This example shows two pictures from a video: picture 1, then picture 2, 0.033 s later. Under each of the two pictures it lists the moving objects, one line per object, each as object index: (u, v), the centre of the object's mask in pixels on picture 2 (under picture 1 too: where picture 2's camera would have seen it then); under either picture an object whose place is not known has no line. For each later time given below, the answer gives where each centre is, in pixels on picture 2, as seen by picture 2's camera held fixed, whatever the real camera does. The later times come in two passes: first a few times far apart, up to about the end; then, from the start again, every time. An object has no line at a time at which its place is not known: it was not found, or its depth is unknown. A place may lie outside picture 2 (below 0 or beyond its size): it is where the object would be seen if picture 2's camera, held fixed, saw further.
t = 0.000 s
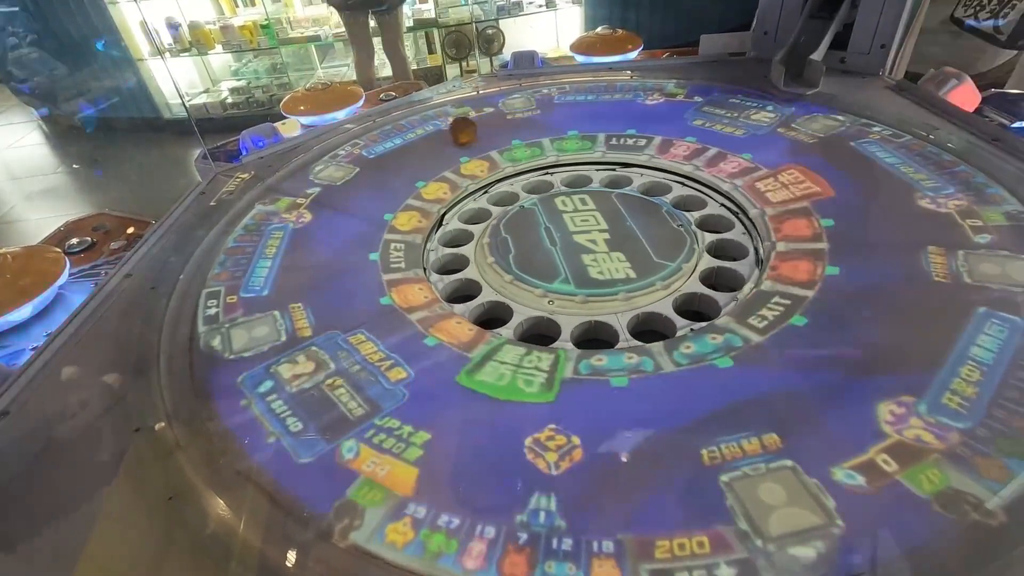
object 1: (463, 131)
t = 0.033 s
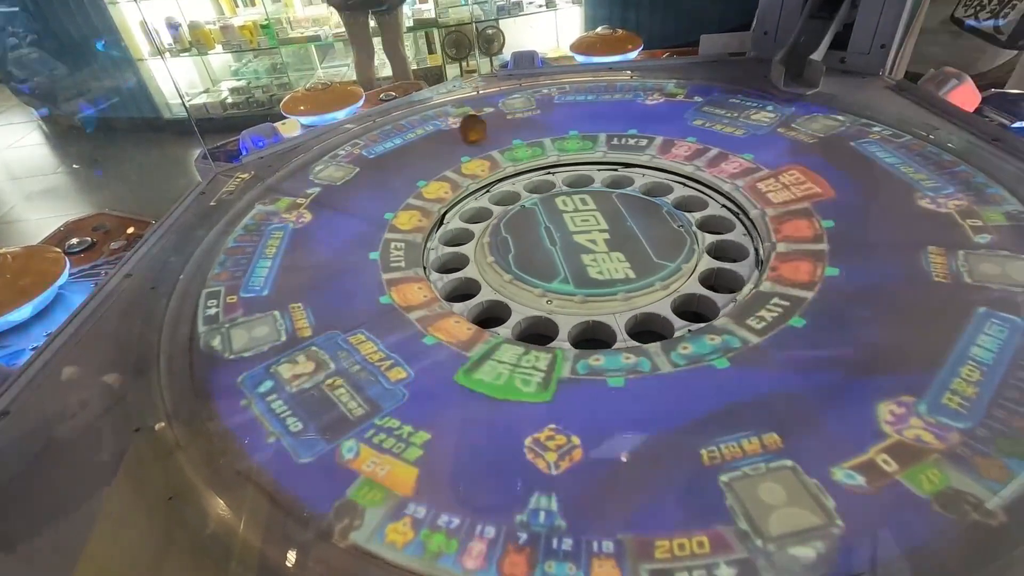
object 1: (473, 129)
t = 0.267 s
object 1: (547, 119)
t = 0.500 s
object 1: (626, 120)
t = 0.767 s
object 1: (720, 136)
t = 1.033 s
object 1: (810, 171)
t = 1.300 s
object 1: (876, 227)
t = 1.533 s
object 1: (893, 292)
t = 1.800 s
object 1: (848, 374)
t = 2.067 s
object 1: (728, 439)
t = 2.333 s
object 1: (570, 458)
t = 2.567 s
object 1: (442, 438)
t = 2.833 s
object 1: (339, 381)
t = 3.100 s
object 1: (306, 335)
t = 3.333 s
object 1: (313, 284)
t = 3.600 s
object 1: (359, 233)
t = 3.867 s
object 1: (442, 192)
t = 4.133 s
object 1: (529, 184)
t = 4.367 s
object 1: (551, 173)
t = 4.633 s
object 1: (563, 173)
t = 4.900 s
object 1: (571, 173)
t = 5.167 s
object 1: (580, 172)
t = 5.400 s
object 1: (591, 171)
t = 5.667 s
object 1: (602, 171)
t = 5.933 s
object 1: (614, 172)
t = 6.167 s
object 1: (624, 173)
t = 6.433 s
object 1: (635, 176)
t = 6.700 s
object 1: (653, 180)
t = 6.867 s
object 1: (660, 183)
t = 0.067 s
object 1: (483, 127)
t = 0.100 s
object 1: (494, 125)
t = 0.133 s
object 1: (504, 123)
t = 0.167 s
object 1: (515, 122)
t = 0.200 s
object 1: (525, 121)
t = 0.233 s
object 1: (536, 120)
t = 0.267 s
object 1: (547, 119)
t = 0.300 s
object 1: (558, 119)
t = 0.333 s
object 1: (569, 119)
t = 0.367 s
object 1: (580, 119)
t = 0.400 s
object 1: (592, 119)
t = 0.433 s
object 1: (603, 119)
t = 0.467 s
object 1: (615, 120)
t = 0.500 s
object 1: (626, 120)
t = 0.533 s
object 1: (638, 121)
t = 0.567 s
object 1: (650, 122)
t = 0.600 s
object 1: (662, 124)
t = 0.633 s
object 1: (673, 126)
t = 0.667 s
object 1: (685, 129)
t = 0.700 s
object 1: (697, 130)
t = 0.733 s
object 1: (708, 133)
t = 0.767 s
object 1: (720, 136)
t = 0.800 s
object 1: (732, 139)
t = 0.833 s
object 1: (744, 143)
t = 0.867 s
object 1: (756, 146)
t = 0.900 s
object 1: (767, 151)
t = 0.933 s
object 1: (777, 155)
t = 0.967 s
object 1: (789, 160)
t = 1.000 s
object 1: (799, 165)
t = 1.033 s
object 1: (810, 171)
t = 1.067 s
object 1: (820, 176)
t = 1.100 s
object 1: (830, 182)
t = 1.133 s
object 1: (839, 188)
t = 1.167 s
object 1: (847, 196)
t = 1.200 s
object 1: (855, 202)
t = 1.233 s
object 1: (863, 210)
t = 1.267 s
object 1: (870, 219)
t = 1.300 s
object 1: (876, 227)
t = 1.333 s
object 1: (880, 235)
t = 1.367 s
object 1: (885, 244)
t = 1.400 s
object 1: (888, 253)
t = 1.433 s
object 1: (892, 263)
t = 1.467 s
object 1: (893, 272)
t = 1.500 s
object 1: (894, 281)
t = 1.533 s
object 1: (893, 292)
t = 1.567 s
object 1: (892, 302)
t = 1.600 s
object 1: (890, 313)
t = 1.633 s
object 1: (886, 324)
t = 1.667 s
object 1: (881, 335)
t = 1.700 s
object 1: (875, 345)
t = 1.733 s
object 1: (867, 355)
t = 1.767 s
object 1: (859, 365)
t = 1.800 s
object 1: (848, 374)
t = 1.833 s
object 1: (836, 382)
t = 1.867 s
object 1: (822, 391)
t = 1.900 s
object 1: (810, 400)
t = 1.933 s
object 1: (795, 409)
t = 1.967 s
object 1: (780, 419)
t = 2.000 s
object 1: (764, 427)
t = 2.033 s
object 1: (747, 433)
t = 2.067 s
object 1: (728, 439)
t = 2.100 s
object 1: (709, 444)
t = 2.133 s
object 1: (691, 448)
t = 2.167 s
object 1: (671, 452)
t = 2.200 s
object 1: (651, 455)
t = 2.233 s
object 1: (630, 456)
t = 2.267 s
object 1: (610, 458)
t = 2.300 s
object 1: (590, 459)
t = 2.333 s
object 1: (570, 458)
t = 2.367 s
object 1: (551, 457)
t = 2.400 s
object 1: (531, 456)
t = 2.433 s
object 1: (512, 453)
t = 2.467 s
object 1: (493, 450)
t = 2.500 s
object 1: (476, 446)
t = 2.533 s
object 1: (459, 442)
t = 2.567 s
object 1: (442, 438)
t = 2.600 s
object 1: (427, 432)
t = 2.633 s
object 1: (411, 427)
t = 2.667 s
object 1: (397, 421)
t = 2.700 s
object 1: (384, 414)
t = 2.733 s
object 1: (371, 408)
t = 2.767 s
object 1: (360, 400)
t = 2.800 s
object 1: (350, 392)
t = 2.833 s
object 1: (339, 381)
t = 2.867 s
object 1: (333, 377)
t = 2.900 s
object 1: (327, 372)
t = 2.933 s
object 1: (321, 366)
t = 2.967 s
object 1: (316, 360)
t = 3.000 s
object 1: (312, 352)
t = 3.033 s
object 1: (309, 347)
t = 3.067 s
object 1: (307, 340)
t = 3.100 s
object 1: (306, 335)
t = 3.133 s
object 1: (305, 328)
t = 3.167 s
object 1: (305, 320)
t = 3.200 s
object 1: (305, 314)
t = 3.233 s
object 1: (306, 306)
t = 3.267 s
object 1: (308, 298)
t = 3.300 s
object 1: (310, 291)
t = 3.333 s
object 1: (313, 284)
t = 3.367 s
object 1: (317, 277)
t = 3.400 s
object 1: (320, 270)
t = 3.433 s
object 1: (326, 264)
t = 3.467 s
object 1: (331, 257)
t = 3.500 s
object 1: (337, 251)
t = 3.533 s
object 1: (344, 245)
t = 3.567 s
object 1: (351, 239)
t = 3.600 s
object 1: (359, 233)
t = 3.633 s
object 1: (367, 227)
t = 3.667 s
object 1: (377, 222)
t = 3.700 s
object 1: (385, 215)
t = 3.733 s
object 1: (396, 210)
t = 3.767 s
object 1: (407, 206)
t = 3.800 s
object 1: (418, 201)
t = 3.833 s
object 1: (430, 197)
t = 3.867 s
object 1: (442, 192)
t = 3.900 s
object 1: (454, 189)
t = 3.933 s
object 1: (468, 189)
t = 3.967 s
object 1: (483, 188)
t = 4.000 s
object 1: (498, 189)
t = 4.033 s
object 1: (507, 184)
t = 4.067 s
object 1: (514, 183)
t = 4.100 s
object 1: (521, 184)
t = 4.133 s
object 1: (529, 184)
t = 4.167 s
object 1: (534, 183)
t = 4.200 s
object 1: (539, 181)
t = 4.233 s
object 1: (543, 180)
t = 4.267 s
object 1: (547, 177)
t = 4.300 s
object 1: (551, 176)
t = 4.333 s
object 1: (553, 174)
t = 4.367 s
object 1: (551, 173)
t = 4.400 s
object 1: (549, 172)
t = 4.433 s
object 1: (545, 166)
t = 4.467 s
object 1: (545, 173)
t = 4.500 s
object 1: (544, 174)
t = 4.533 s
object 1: (546, 175)
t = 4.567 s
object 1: (551, 176)
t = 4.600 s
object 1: (557, 175)
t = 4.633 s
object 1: (563, 173)
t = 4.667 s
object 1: (566, 171)
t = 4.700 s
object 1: (568, 170)
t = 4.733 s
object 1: (566, 171)
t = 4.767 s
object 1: (564, 171)
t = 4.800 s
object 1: (563, 172)
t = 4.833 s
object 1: (562, 172)
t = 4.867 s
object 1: (565, 173)
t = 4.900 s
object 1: (571, 173)
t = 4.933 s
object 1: (578, 172)
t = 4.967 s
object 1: (583, 171)
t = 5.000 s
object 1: (586, 170)
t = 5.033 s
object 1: (586, 169)
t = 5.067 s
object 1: (584, 170)
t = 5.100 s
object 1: (581, 171)
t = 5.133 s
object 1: (580, 171)
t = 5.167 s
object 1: (580, 172)
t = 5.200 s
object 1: (584, 172)
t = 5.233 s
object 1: (589, 173)
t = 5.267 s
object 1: (594, 172)
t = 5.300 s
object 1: (597, 170)
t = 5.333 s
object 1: (597, 170)
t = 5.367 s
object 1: (594, 170)
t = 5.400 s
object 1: (591, 171)
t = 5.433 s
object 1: (590, 171)
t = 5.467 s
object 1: (591, 172)
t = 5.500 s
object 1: (596, 172)
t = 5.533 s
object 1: (601, 172)
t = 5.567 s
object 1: (605, 172)
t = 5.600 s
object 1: (606, 171)
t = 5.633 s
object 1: (604, 171)
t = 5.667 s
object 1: (602, 171)
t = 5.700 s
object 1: (601, 171)
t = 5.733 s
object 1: (603, 172)
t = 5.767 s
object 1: (607, 173)
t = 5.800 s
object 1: (612, 173)
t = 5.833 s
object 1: (615, 173)
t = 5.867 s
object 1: (618, 172)
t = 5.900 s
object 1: (617, 172)
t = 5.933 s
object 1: (614, 172)
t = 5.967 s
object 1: (613, 172)
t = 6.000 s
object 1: (615, 173)
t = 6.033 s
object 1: (620, 174)
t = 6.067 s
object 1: (625, 174)
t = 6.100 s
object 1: (628, 174)
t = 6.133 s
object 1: (627, 173)
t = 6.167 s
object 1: (624, 173)
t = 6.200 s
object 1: (623, 173)
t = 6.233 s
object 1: (626, 175)
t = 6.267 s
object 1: (631, 176)
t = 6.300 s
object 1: (636, 176)
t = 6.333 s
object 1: (637, 175)
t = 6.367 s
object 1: (634, 174)
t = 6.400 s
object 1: (633, 175)
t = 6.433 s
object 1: (635, 176)
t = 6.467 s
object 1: (638, 178)
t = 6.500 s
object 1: (643, 178)
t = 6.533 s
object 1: (645, 177)
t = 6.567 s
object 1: (644, 177)
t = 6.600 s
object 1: (643, 177)
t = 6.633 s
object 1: (644, 179)
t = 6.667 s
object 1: (649, 180)
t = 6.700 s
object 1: (653, 180)
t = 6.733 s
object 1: (654, 180)
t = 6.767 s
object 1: (652, 179)
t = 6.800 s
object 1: (653, 181)
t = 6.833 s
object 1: (656, 182)
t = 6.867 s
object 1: (660, 183)
